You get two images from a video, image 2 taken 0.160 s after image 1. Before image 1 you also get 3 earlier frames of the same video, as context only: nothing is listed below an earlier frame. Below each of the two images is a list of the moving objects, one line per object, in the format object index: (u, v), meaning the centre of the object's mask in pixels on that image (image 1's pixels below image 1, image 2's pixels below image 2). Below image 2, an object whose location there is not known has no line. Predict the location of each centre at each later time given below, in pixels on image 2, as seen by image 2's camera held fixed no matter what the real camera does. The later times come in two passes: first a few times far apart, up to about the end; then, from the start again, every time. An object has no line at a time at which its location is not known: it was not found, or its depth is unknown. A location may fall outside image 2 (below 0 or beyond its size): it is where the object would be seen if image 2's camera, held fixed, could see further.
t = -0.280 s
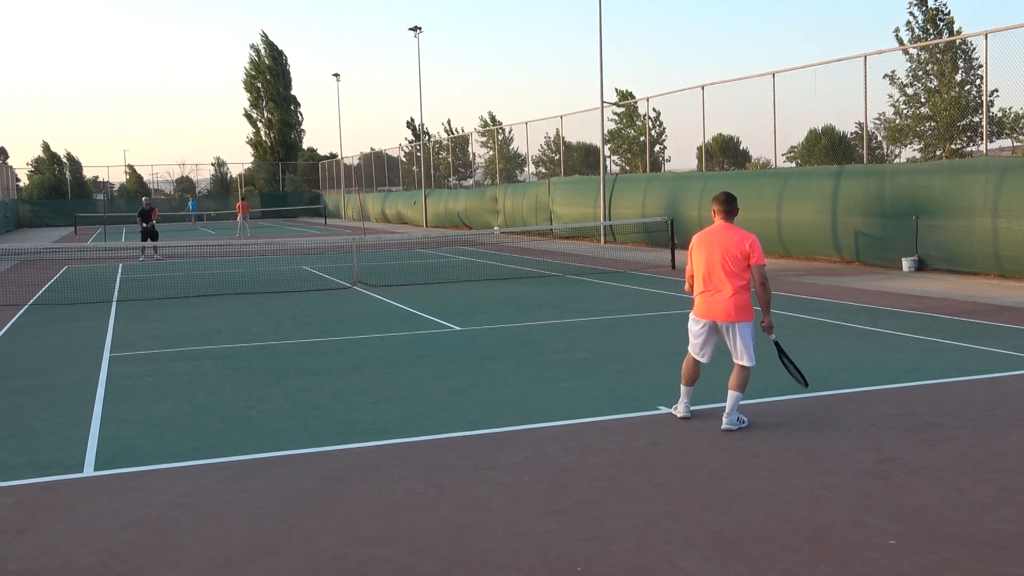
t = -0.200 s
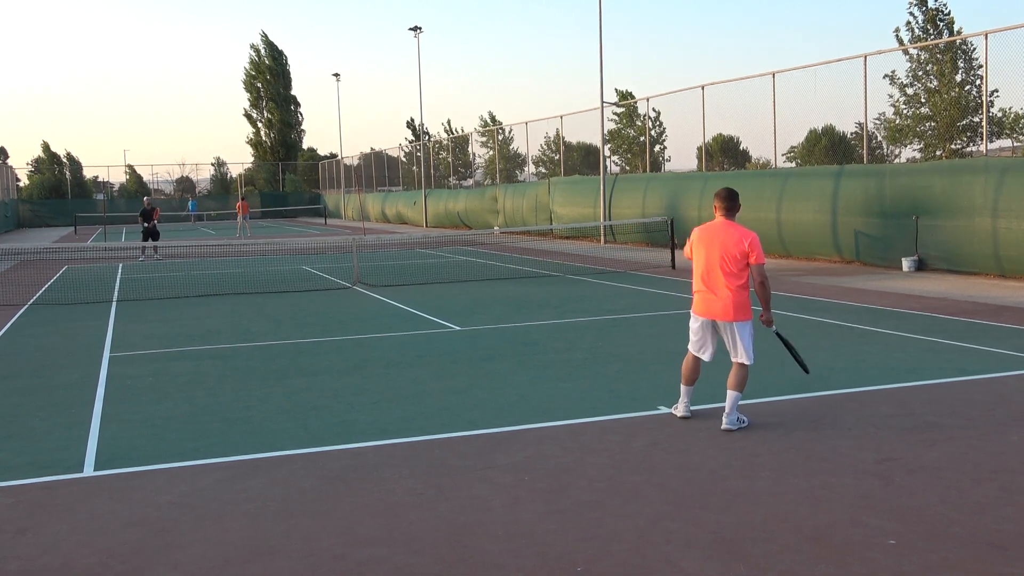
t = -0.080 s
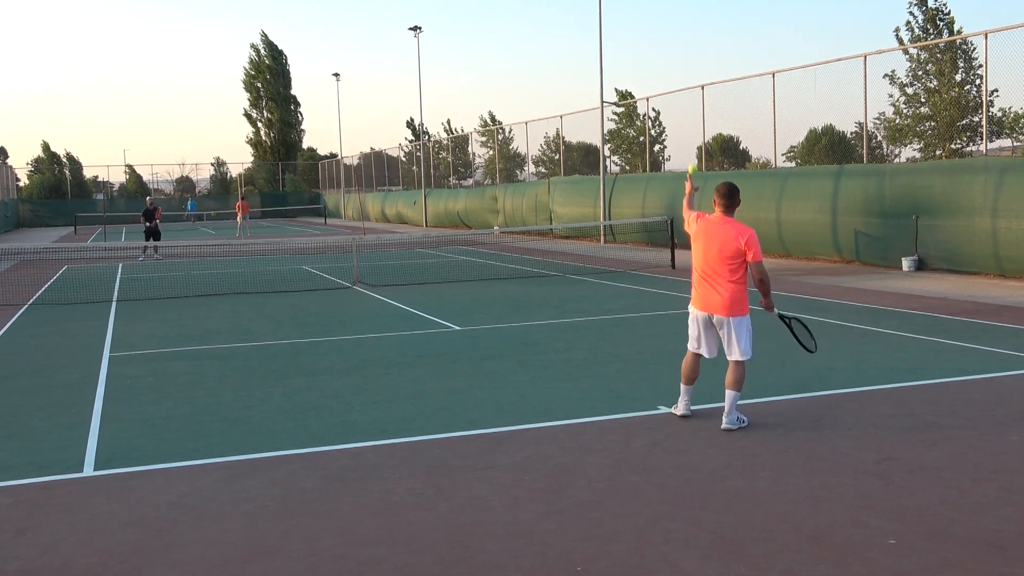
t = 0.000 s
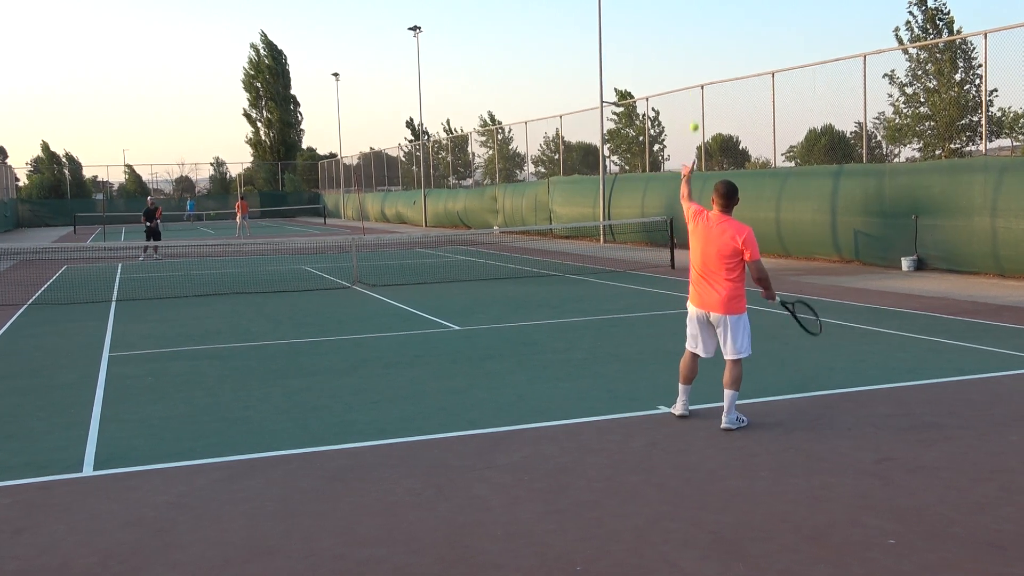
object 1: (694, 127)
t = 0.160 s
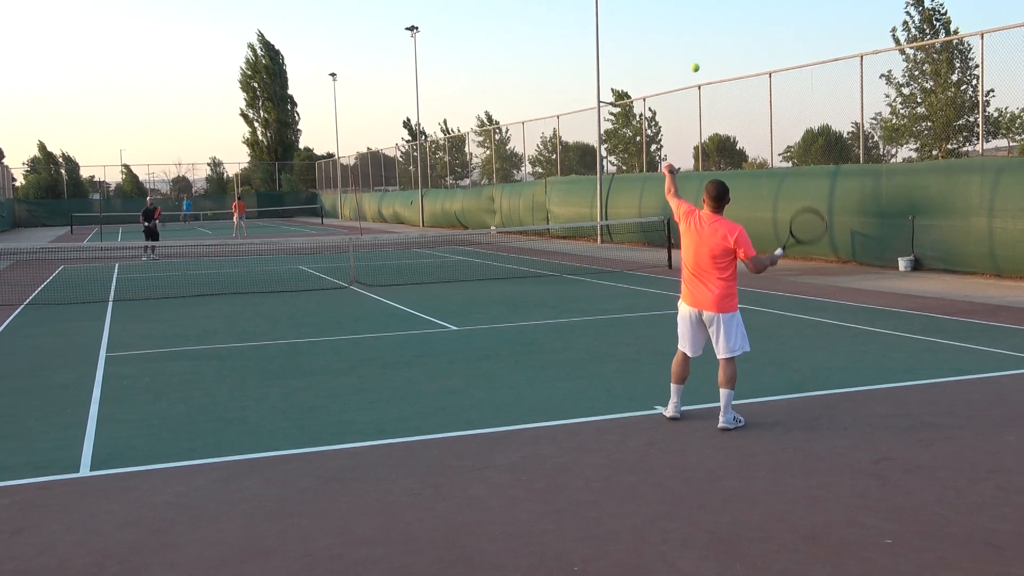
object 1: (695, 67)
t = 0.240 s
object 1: (697, 50)
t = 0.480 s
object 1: (703, 49)
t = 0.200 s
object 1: (696, 58)
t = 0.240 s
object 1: (697, 50)
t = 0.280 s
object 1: (698, 45)
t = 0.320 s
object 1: (699, 41)
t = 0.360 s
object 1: (700, 39)
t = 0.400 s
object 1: (701, 40)
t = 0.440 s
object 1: (702, 44)
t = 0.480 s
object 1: (703, 49)
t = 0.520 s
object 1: (704, 56)
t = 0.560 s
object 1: (705, 66)
